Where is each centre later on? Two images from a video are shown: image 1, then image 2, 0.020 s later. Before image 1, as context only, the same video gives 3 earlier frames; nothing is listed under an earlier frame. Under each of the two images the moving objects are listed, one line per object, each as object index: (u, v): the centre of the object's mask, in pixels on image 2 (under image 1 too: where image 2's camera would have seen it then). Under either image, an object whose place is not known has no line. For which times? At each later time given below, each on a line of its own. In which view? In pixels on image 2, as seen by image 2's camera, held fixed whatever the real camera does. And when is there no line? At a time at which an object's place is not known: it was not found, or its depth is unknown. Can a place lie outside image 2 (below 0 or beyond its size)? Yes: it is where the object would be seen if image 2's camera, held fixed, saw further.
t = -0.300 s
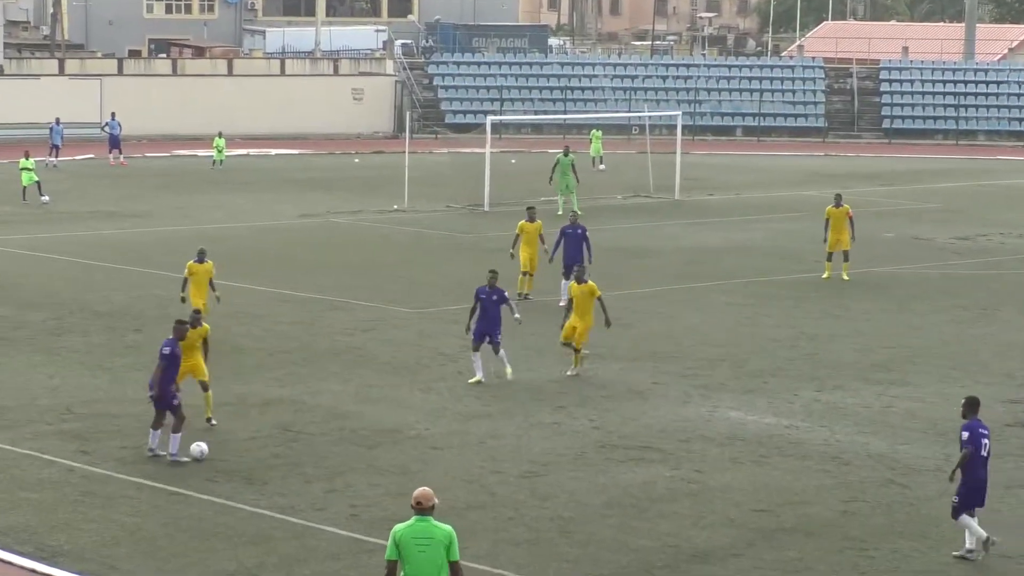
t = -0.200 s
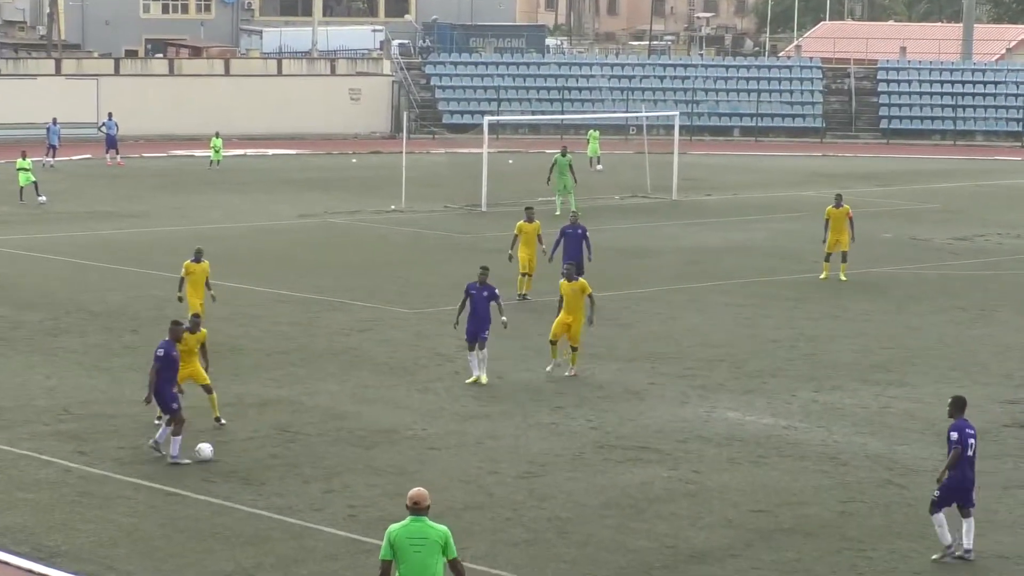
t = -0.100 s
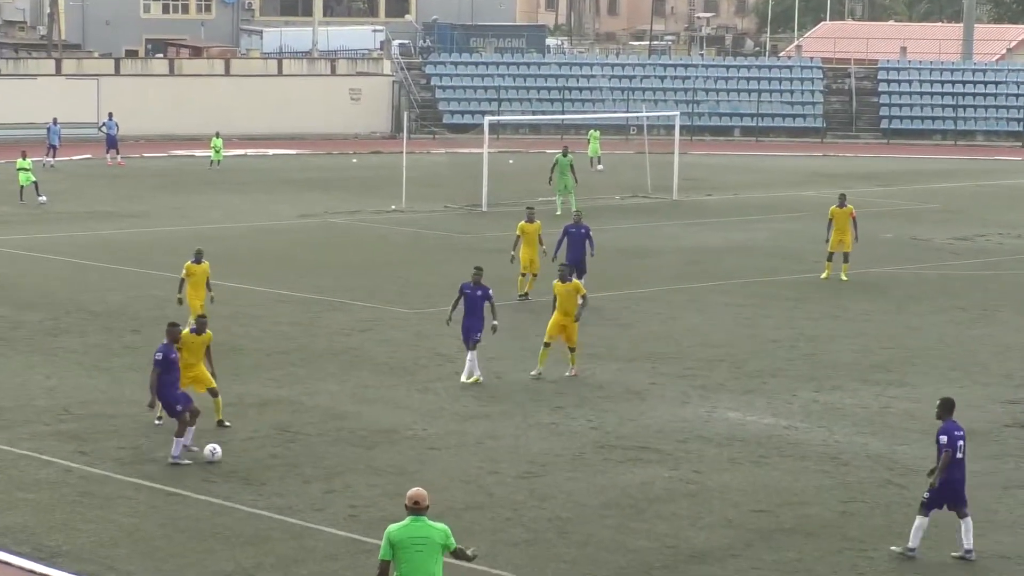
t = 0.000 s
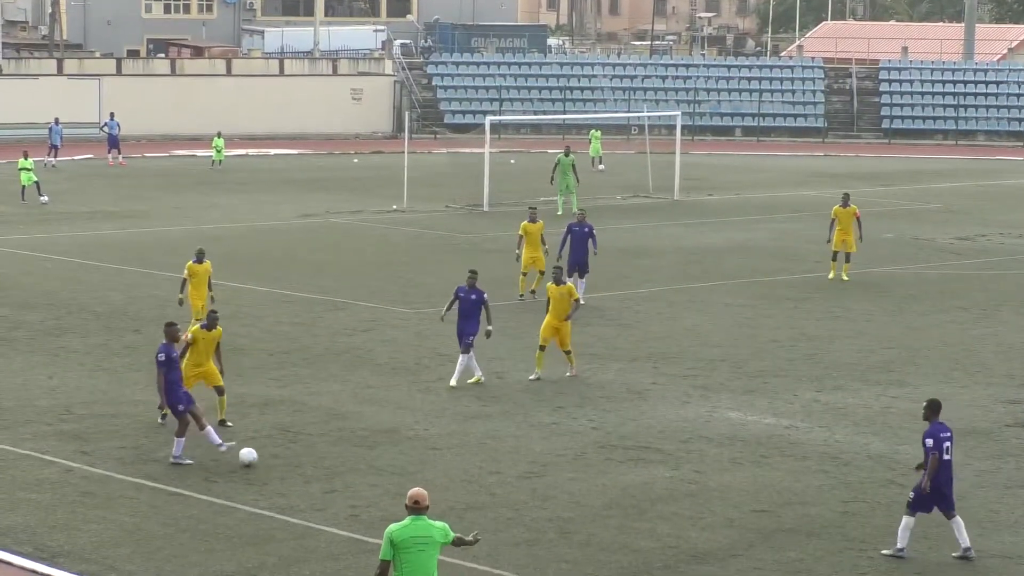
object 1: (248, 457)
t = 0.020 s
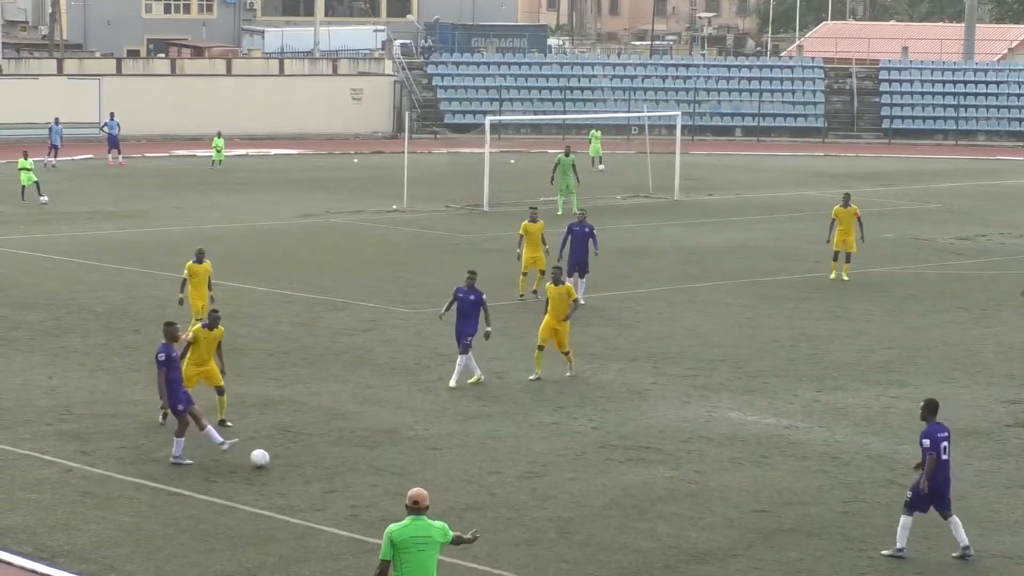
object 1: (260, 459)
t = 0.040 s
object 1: (271, 460)
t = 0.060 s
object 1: (283, 462)
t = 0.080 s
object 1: (294, 463)
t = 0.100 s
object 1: (306, 465)
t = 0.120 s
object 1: (317, 466)
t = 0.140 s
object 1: (329, 468)
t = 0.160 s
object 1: (341, 469)
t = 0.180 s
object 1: (352, 472)
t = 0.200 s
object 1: (364, 473)
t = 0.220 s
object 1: (375, 475)
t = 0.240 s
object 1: (386, 476)
